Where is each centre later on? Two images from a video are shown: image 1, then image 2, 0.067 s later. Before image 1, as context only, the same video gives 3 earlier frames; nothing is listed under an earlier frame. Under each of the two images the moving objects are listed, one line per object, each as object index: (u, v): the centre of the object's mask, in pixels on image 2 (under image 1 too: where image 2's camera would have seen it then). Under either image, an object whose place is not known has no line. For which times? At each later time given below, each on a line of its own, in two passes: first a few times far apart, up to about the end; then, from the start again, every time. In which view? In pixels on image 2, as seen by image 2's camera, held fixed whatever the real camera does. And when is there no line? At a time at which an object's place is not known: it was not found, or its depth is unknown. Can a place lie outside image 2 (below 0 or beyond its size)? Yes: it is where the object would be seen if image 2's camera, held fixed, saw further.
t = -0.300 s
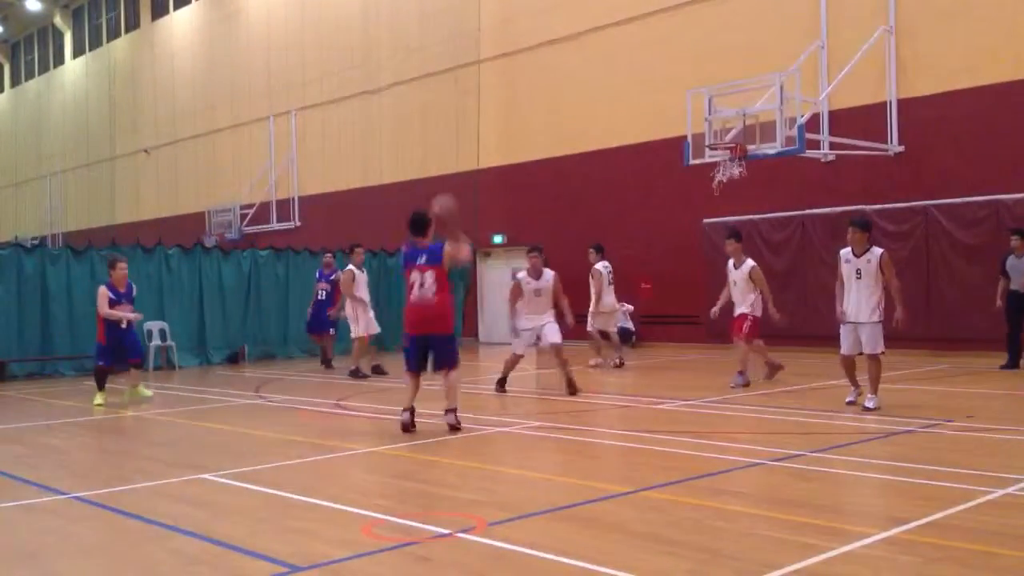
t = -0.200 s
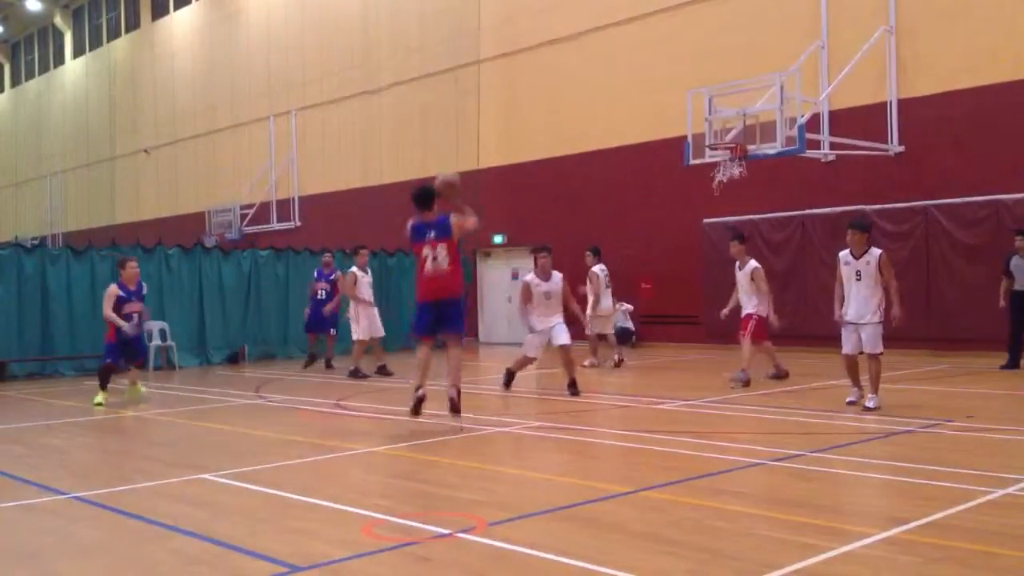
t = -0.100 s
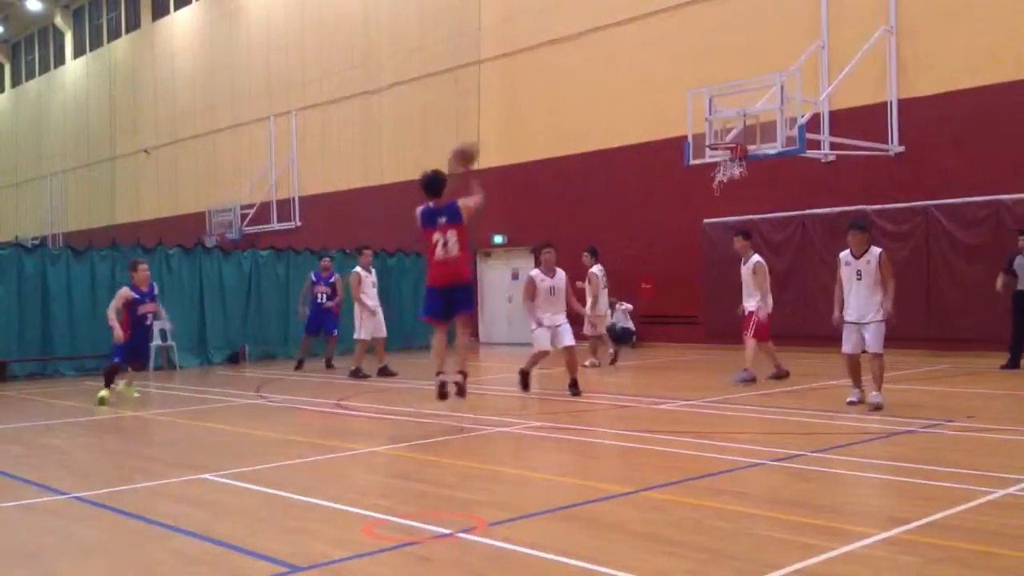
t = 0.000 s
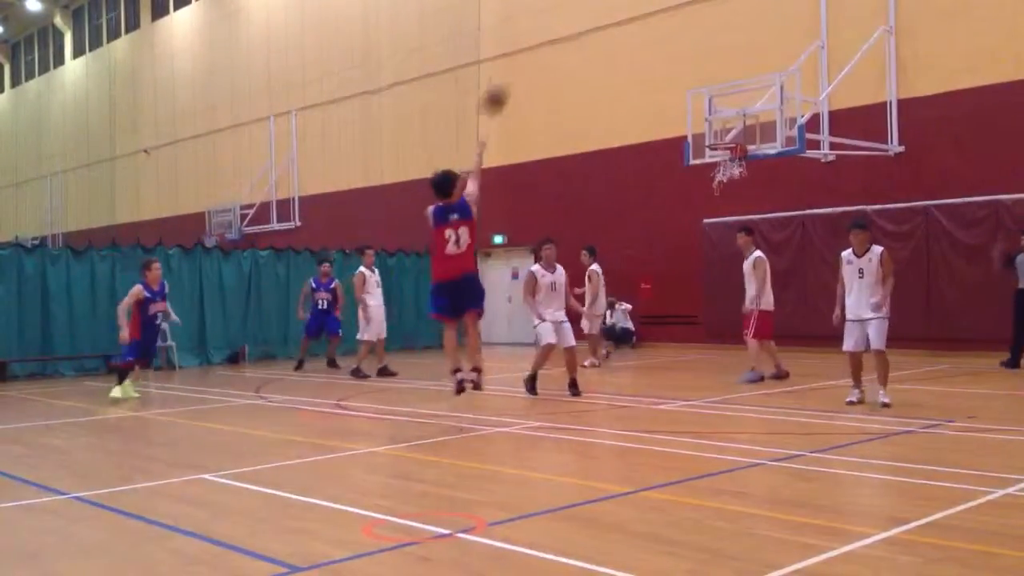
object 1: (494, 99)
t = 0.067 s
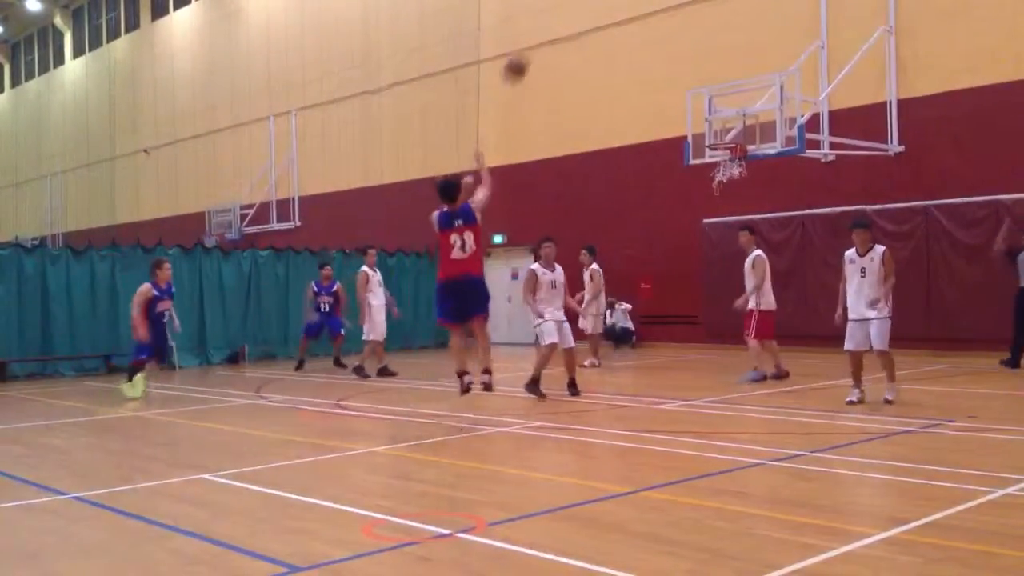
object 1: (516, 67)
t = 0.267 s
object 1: (572, 11)
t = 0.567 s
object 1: (639, 9)
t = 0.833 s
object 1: (687, 64)
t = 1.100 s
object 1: (720, 137)
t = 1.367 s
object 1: (680, 108)
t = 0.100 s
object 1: (525, 53)
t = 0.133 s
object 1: (536, 41)
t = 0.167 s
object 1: (545, 33)
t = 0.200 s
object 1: (554, 23)
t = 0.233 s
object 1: (563, 17)
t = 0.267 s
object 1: (572, 11)
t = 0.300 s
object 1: (580, 9)
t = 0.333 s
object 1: (588, 6)
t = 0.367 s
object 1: (596, 5)
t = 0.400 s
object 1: (604, 4)
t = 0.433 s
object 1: (612, 5)
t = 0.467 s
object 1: (619, 5)
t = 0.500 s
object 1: (626, 6)
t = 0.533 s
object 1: (632, 7)
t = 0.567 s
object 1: (639, 9)
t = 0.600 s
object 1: (645, 13)
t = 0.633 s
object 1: (651, 19)
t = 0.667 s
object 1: (658, 25)
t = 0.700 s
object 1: (663, 31)
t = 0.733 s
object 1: (669, 39)
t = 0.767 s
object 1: (675, 46)
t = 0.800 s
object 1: (681, 55)
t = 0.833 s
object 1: (687, 64)
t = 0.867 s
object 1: (692, 73)
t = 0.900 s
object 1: (697, 83)
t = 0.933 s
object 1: (702, 93)
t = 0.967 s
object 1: (707, 105)
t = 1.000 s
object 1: (711, 117)
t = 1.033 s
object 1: (715, 129)
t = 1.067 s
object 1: (719, 137)
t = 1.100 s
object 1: (720, 137)
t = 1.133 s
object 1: (717, 130)
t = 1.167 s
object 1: (712, 124)
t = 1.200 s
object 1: (705, 119)
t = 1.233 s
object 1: (700, 116)
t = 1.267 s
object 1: (696, 112)
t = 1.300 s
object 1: (691, 110)
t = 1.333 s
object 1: (685, 109)
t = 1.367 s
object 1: (680, 108)
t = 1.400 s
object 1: (676, 108)
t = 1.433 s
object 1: (670, 109)
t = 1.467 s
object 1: (665, 111)
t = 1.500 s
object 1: (660, 113)
